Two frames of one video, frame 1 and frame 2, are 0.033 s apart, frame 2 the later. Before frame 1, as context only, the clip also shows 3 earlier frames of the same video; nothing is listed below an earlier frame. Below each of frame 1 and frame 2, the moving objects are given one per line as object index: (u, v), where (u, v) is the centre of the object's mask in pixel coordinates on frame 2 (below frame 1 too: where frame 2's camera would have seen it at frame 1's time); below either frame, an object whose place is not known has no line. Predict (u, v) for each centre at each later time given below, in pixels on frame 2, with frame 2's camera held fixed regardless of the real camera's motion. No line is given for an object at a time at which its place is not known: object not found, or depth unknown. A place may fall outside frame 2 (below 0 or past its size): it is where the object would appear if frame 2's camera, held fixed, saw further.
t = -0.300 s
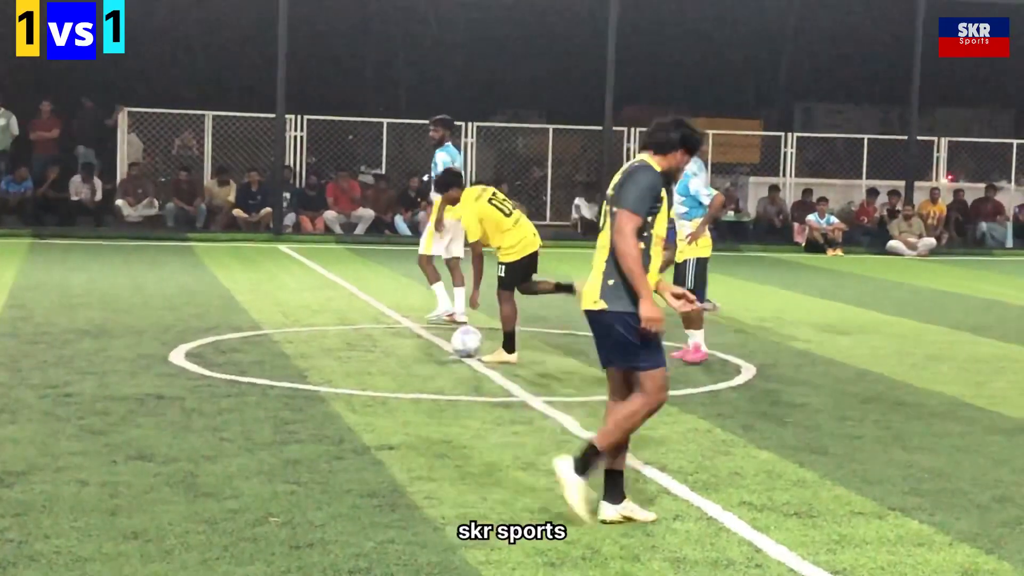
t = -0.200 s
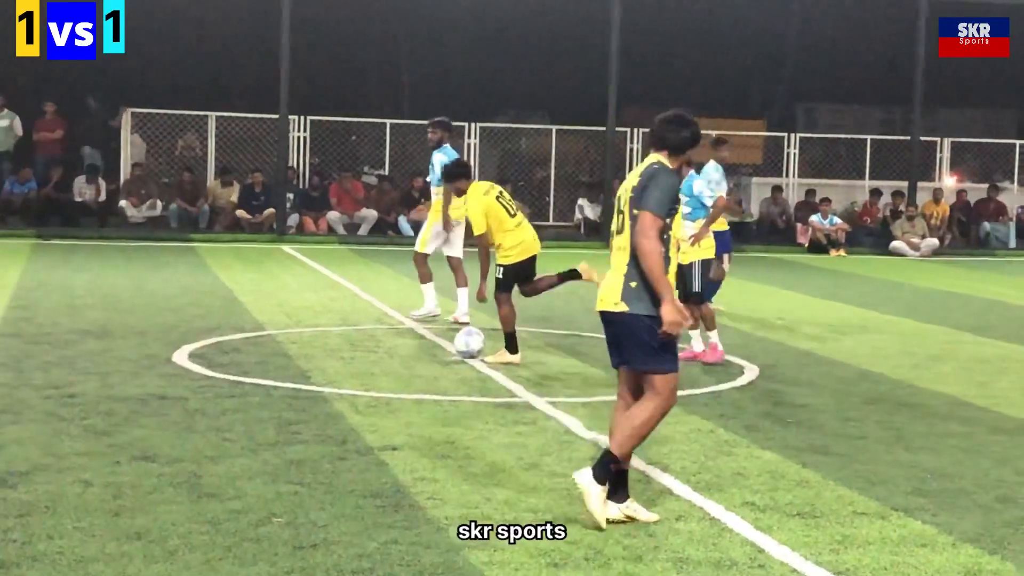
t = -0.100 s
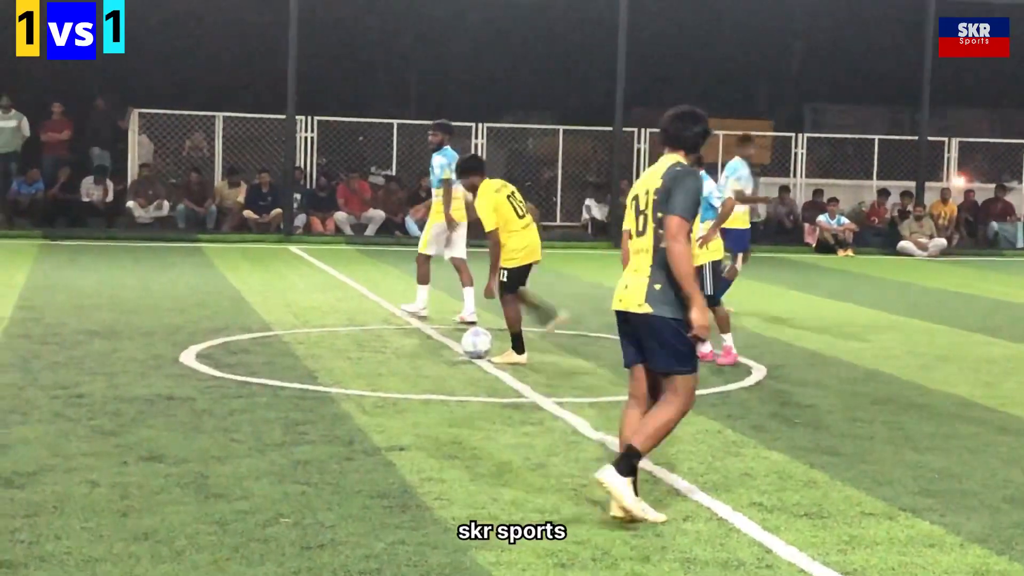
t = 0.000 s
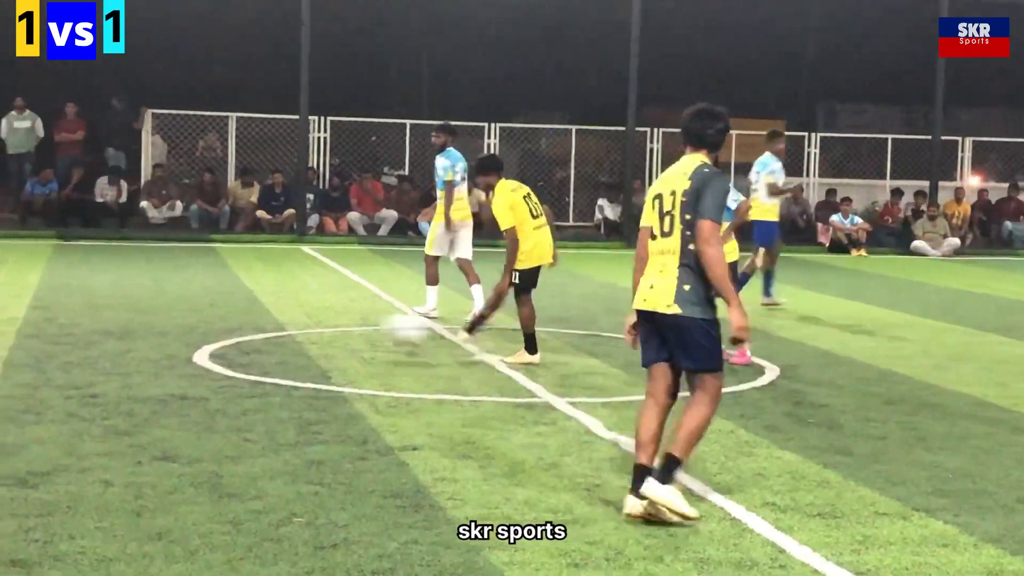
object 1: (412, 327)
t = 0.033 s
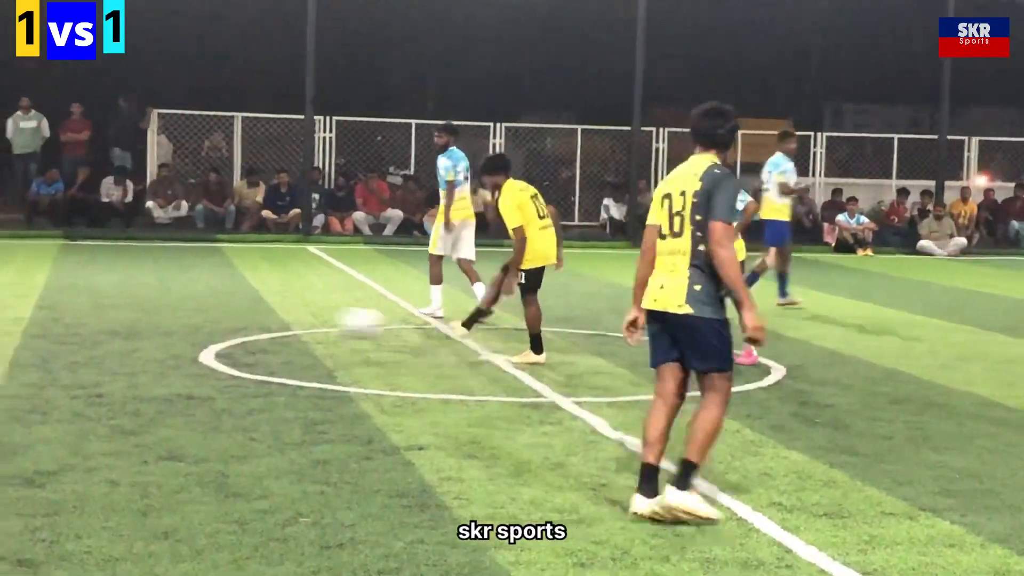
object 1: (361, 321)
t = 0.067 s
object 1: (306, 318)
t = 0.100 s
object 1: (256, 315)
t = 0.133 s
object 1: (204, 314)
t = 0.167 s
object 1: (151, 314)
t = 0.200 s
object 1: (99, 317)
